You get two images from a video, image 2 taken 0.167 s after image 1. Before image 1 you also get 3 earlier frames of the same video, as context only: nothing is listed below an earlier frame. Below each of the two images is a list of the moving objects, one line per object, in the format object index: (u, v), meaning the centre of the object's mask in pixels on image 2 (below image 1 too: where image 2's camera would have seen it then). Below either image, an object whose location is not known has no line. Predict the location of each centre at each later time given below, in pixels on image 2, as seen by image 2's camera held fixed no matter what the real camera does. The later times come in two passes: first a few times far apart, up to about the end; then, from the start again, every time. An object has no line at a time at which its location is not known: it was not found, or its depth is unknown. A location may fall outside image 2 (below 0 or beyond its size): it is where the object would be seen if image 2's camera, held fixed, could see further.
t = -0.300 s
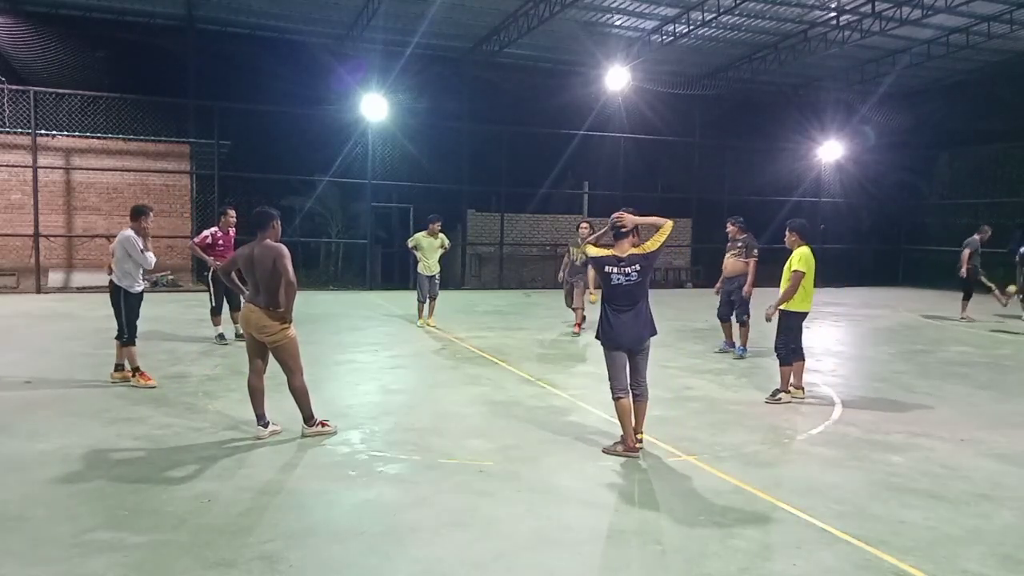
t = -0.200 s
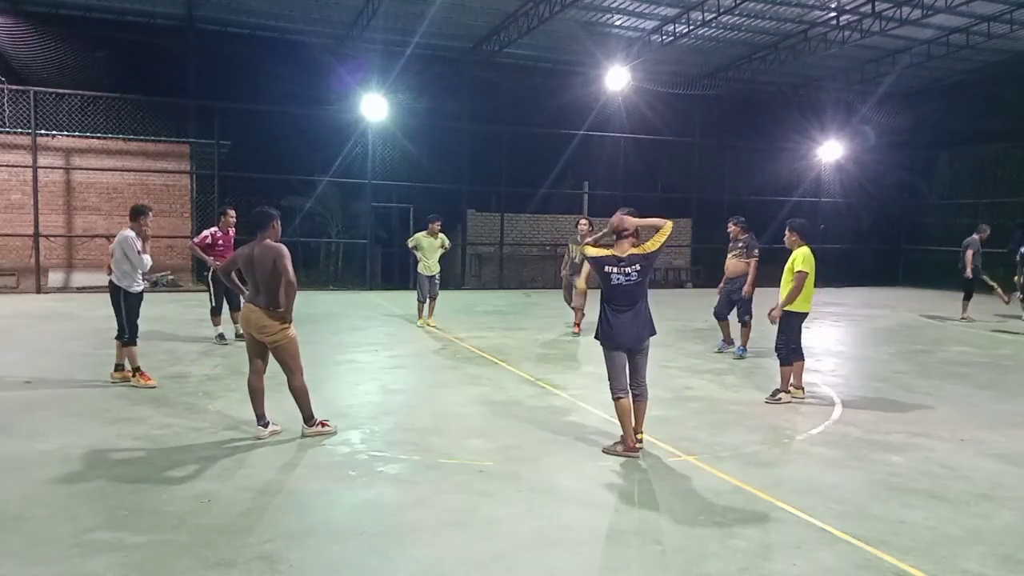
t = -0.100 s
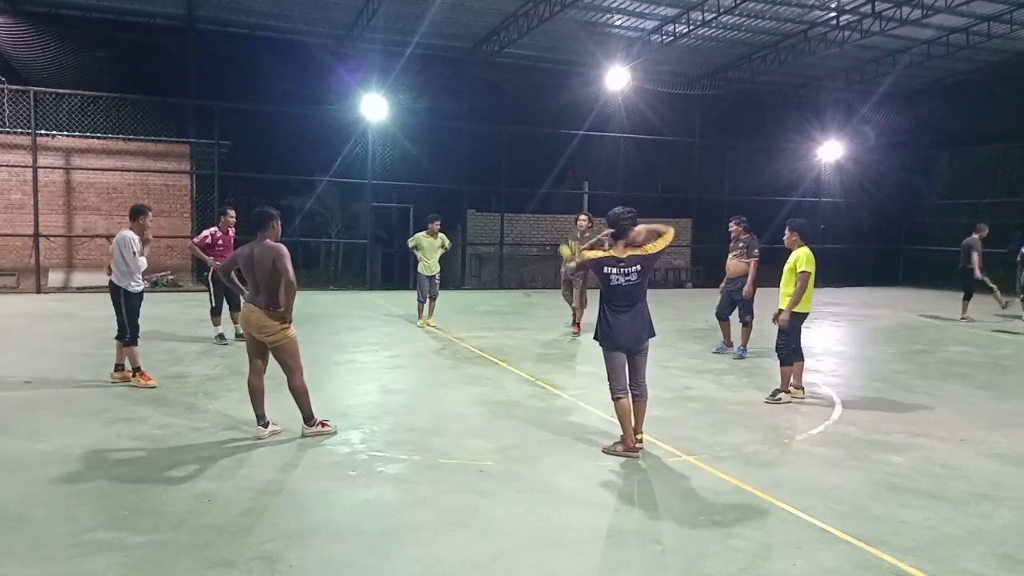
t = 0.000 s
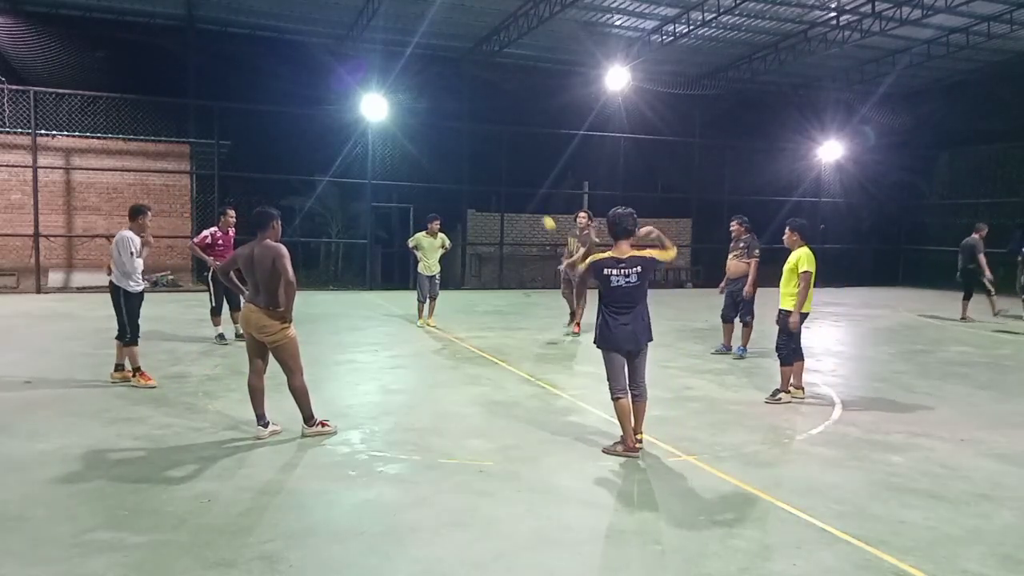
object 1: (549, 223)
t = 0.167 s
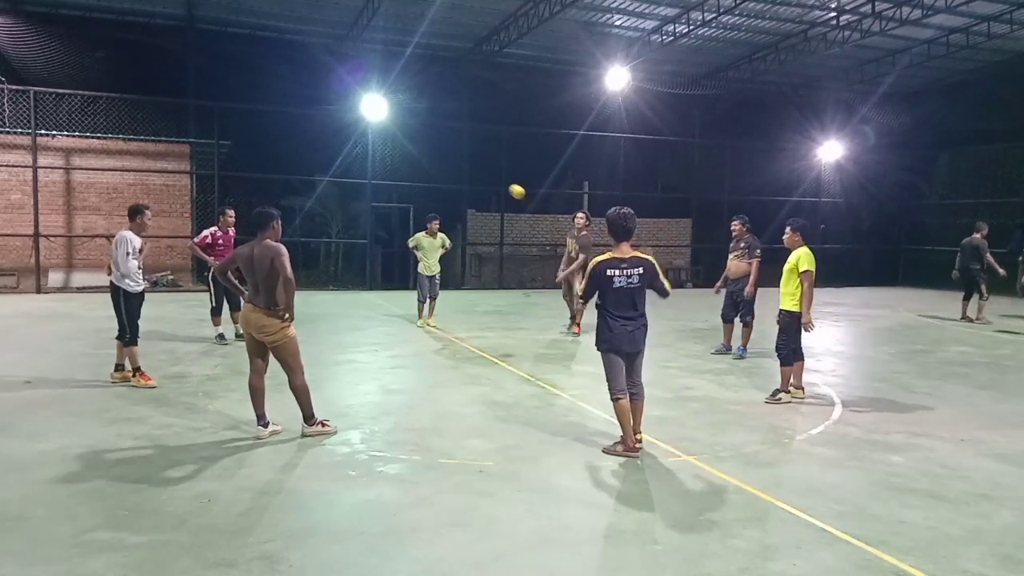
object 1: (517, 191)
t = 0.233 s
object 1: (502, 184)
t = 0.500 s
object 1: (432, 198)
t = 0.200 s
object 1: (510, 187)
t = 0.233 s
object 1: (502, 184)
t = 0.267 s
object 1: (495, 182)
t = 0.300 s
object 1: (486, 180)
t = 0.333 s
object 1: (479, 180)
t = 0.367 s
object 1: (470, 181)
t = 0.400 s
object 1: (461, 183)
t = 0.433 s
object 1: (451, 187)
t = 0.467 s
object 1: (442, 192)
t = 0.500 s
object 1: (432, 198)
